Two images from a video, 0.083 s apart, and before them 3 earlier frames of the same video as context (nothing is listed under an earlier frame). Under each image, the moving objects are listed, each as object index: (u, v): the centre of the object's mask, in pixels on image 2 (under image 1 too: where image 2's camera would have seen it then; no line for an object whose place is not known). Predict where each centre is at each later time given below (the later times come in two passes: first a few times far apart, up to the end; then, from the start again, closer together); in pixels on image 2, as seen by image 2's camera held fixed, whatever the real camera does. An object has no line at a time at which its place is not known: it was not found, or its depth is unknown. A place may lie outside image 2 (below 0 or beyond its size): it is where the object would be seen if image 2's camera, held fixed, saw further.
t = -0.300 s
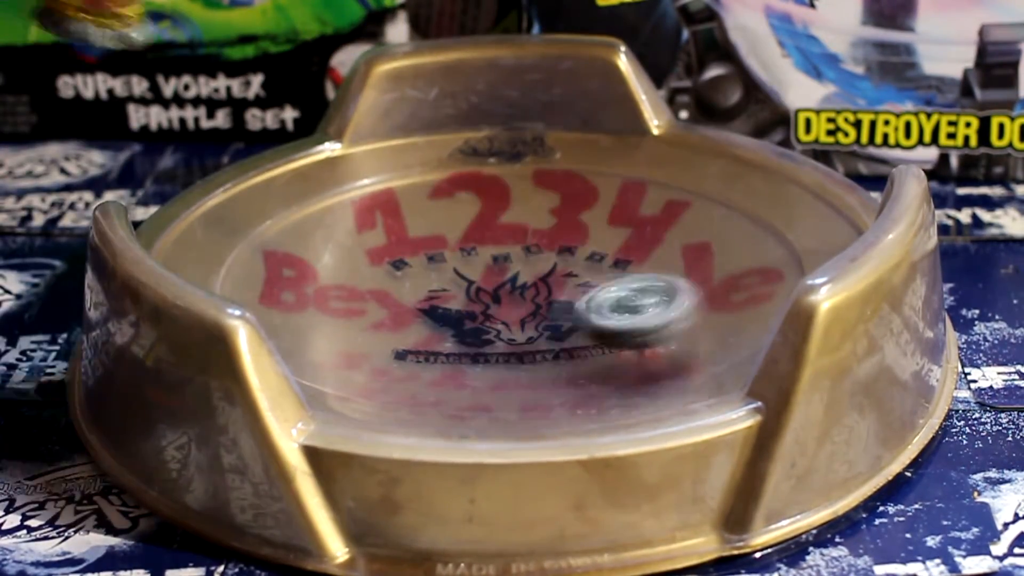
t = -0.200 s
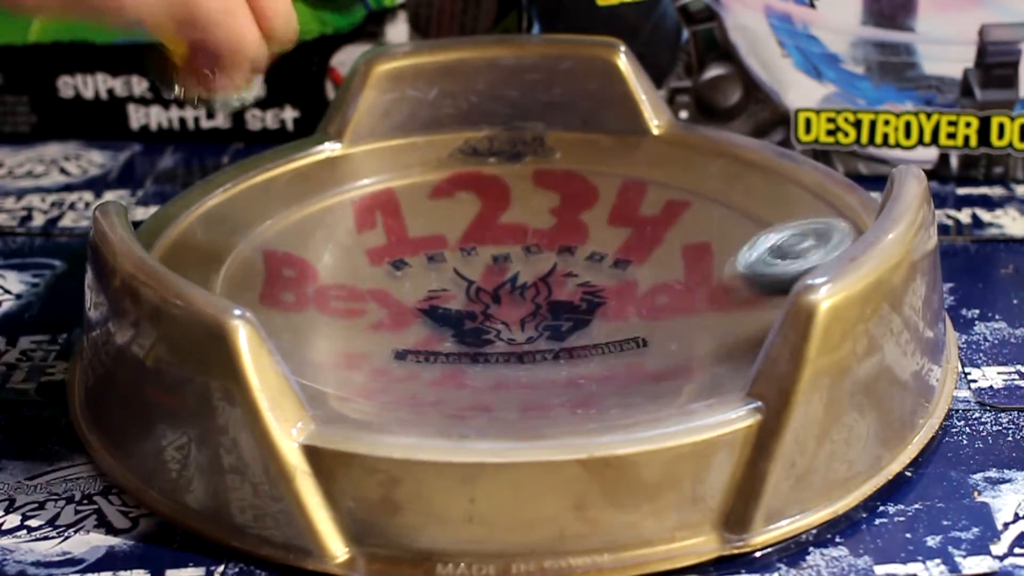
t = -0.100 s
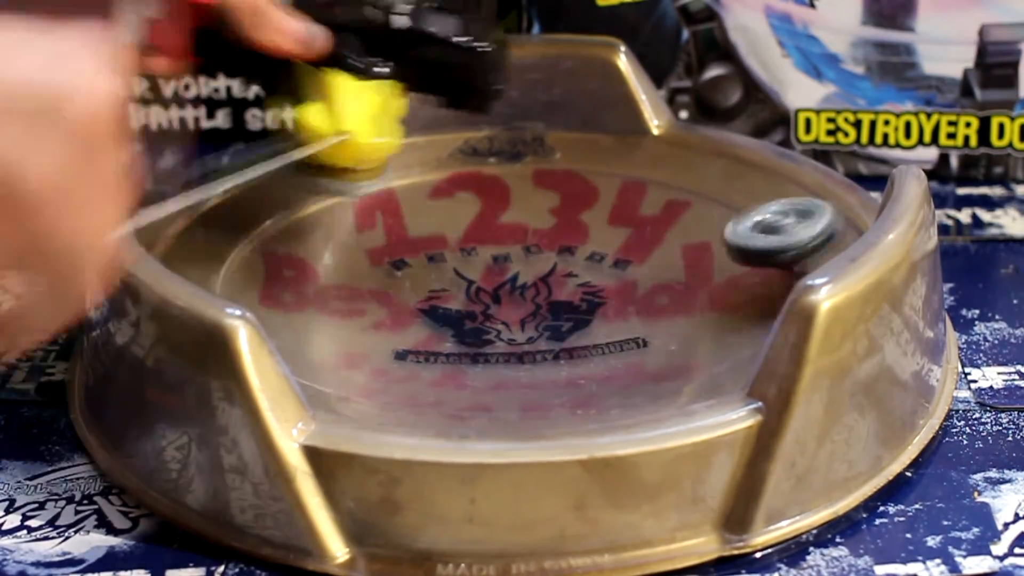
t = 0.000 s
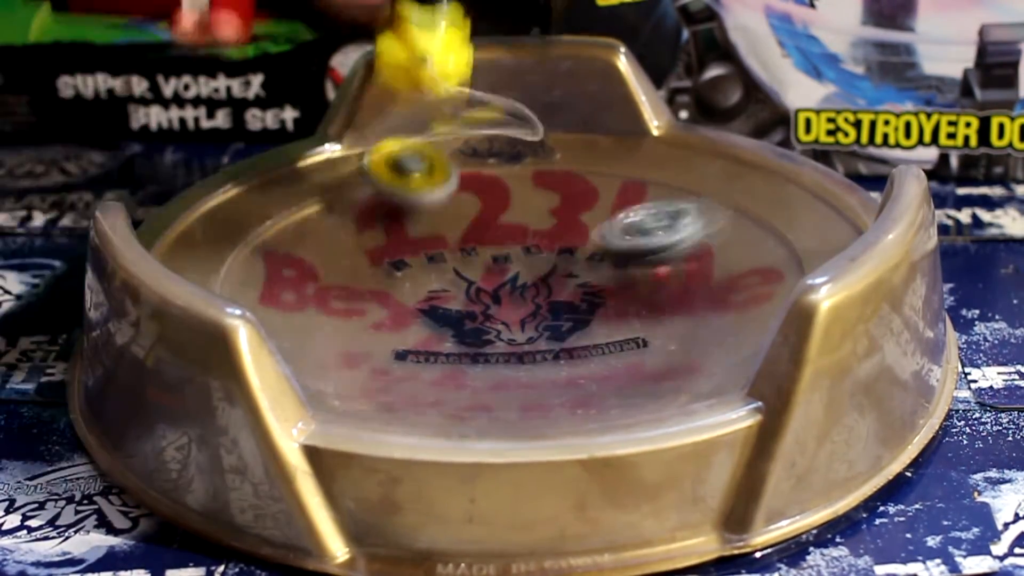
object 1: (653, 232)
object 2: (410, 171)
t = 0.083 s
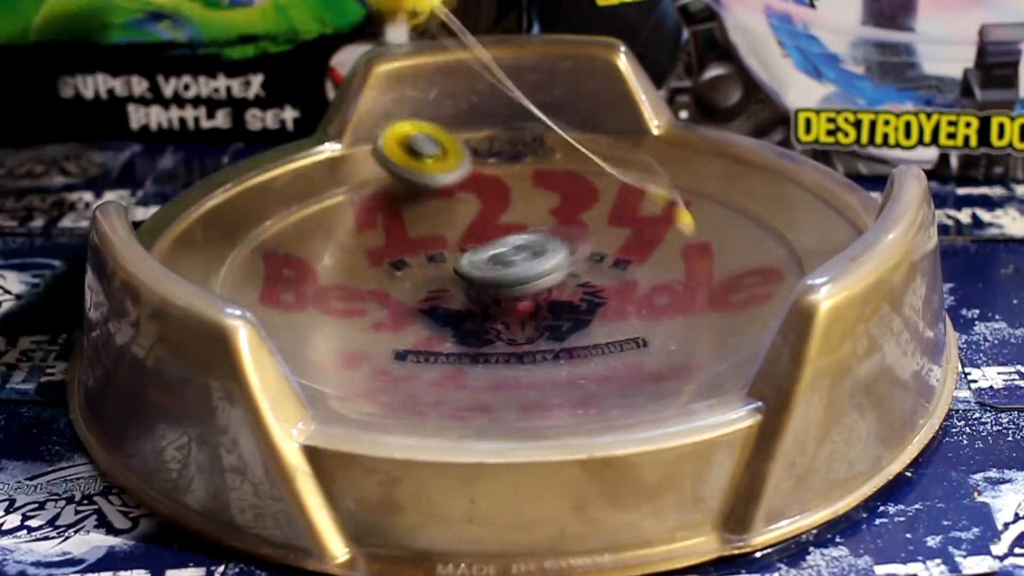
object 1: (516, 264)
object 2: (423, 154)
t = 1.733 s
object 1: (418, 303)
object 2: (541, 221)
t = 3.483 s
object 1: (469, 280)
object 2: (472, 373)
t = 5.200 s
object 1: (490, 261)
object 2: (283, 229)
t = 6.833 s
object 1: (279, 274)
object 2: (718, 232)
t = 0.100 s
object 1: (497, 272)
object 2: (427, 159)
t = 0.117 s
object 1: (476, 284)
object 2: (431, 162)
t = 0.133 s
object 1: (461, 293)
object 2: (434, 163)
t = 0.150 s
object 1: (448, 302)
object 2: (437, 163)
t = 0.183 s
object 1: (431, 321)
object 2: (442, 159)
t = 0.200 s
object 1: (432, 330)
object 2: (444, 155)
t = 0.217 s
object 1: (435, 337)
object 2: (445, 149)
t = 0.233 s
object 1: (445, 344)
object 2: (447, 142)
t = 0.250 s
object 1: (461, 345)
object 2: (447, 138)
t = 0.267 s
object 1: (476, 352)
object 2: (446, 138)
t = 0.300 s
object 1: (528, 339)
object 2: (445, 145)
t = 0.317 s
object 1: (556, 343)
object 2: (445, 145)
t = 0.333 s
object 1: (588, 350)
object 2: (445, 148)
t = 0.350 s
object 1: (609, 353)
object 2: (445, 149)
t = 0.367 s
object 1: (630, 354)
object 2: (446, 149)
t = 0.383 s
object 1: (654, 350)
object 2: (447, 148)
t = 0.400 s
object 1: (672, 341)
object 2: (449, 144)
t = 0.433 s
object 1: (705, 323)
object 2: (451, 143)
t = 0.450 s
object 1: (709, 320)
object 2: (451, 145)
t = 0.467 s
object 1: (708, 319)
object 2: (452, 145)
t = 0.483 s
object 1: (701, 316)
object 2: (454, 144)
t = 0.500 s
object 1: (690, 311)
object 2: (455, 144)
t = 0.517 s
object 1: (679, 310)
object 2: (457, 144)
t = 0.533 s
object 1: (663, 306)
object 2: (459, 144)
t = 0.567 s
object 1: (623, 296)
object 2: (462, 144)
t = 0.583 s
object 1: (599, 294)
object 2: (464, 144)
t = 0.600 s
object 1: (577, 295)
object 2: (466, 143)
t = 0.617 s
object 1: (549, 293)
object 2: (468, 143)
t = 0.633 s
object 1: (518, 291)
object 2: (469, 144)
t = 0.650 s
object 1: (492, 291)
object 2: (471, 144)
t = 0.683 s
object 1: (436, 294)
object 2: (475, 142)
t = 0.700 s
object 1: (407, 302)
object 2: (475, 144)
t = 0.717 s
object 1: (381, 298)
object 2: (476, 146)
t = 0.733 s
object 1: (360, 300)
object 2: (476, 148)
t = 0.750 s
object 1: (341, 310)
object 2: (478, 149)
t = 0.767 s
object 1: (323, 312)
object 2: (480, 150)
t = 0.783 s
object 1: (307, 314)
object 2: (482, 149)
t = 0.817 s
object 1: (309, 317)
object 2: (486, 148)
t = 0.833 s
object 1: (315, 317)
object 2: (488, 148)
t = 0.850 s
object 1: (325, 321)
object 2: (491, 148)
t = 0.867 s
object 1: (337, 337)
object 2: (493, 149)
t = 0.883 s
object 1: (342, 344)
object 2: (495, 150)
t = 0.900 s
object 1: (342, 345)
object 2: (496, 152)
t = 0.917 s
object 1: (342, 346)
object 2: (497, 155)
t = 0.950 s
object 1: (361, 341)
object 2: (498, 159)
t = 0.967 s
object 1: (375, 342)
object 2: (499, 162)
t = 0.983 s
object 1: (390, 347)
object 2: (500, 165)
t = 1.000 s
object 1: (411, 353)
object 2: (500, 170)
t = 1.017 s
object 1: (442, 354)
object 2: (500, 175)
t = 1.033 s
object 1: (465, 351)
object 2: (500, 180)
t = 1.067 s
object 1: (502, 343)
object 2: (500, 192)
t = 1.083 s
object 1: (515, 337)
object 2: (502, 199)
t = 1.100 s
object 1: (527, 329)
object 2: (508, 206)
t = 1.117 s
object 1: (534, 319)
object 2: (514, 213)
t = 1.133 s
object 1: (536, 312)
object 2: (524, 218)
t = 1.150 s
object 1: (533, 303)
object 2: (535, 223)
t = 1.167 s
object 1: (524, 292)
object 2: (550, 227)
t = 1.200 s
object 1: (496, 272)
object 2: (583, 230)
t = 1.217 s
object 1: (482, 263)
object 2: (601, 229)
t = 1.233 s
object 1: (459, 250)
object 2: (618, 226)
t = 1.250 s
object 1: (432, 239)
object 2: (635, 221)
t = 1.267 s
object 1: (408, 235)
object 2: (652, 213)
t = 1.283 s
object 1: (381, 225)
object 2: (668, 203)
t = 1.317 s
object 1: (322, 212)
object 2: (689, 183)
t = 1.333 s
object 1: (301, 209)
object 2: (698, 171)
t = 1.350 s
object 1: (269, 205)
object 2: (700, 159)
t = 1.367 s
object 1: (247, 202)
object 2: (694, 145)
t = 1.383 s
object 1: (241, 201)
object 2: (686, 140)
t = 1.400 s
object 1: (236, 204)
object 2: (680, 140)
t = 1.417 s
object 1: (233, 211)
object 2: (675, 138)
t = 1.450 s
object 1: (221, 241)
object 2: (671, 132)
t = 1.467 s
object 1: (217, 243)
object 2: (668, 130)
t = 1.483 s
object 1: (212, 249)
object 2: (664, 128)
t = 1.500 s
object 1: (210, 253)
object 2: (661, 128)
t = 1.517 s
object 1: (211, 256)
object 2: (656, 128)
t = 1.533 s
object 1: (214, 258)
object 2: (652, 129)
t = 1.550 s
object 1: (219, 260)
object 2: (648, 131)
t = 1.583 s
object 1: (232, 267)
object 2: (636, 137)
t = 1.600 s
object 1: (242, 272)
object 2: (626, 142)
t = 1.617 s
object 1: (253, 279)
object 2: (615, 151)
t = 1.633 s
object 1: (268, 286)
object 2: (606, 157)
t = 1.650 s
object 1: (288, 291)
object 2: (597, 163)
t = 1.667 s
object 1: (316, 297)
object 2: (586, 172)
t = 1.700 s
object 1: (371, 303)
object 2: (559, 195)
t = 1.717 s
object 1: (395, 305)
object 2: (548, 209)
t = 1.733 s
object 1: (418, 303)
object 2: (541, 221)
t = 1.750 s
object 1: (437, 299)
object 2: (536, 236)
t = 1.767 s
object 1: (455, 295)
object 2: (538, 248)
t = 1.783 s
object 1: (462, 289)
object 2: (545, 260)
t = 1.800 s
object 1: (447, 261)
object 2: (572, 263)
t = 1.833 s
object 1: (402, 229)
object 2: (648, 264)
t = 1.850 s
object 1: (382, 221)
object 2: (680, 265)
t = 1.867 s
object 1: (356, 215)
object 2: (713, 263)
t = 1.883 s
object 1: (332, 219)
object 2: (738, 262)
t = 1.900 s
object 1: (315, 228)
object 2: (765, 259)
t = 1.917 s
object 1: (300, 230)
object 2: (788, 249)
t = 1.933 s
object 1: (293, 225)
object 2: (803, 237)
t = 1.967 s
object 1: (280, 226)
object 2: (820, 226)
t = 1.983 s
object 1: (274, 231)
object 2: (817, 228)
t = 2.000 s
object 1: (266, 240)
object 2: (810, 232)
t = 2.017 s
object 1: (253, 240)
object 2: (799, 242)
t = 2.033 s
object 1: (240, 242)
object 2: (789, 242)
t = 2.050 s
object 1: (235, 242)
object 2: (783, 240)
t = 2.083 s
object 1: (245, 252)
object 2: (770, 248)
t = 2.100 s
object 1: (254, 263)
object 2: (763, 251)
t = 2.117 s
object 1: (262, 280)
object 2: (757, 254)
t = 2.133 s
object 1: (275, 286)
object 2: (753, 257)
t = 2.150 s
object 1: (285, 292)
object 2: (750, 261)
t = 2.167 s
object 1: (297, 296)
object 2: (747, 264)
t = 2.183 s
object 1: (312, 301)
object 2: (747, 268)
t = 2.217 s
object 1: (354, 309)
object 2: (748, 273)
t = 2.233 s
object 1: (372, 311)
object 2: (749, 277)
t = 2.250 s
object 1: (395, 311)
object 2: (750, 279)
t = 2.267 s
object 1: (417, 311)
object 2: (751, 282)
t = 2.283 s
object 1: (434, 311)
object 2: (752, 284)
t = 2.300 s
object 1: (450, 306)
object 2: (753, 286)
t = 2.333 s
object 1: (469, 296)
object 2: (755, 289)
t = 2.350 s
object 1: (475, 287)
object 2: (757, 291)
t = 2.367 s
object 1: (477, 277)
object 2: (757, 291)
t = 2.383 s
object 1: (477, 269)
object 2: (755, 293)
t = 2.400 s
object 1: (474, 261)
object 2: (752, 294)
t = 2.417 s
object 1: (468, 252)
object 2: (749, 296)
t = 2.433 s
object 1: (459, 242)
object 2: (748, 298)
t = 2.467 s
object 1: (435, 226)
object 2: (745, 302)
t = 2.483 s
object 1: (423, 219)
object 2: (745, 303)
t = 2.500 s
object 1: (408, 212)
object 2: (745, 304)
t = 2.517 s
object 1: (393, 208)
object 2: (745, 305)
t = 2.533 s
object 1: (377, 201)
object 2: (744, 307)
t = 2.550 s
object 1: (357, 196)
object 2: (743, 308)
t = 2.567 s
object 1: (337, 193)
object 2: (741, 309)
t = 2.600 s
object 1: (306, 191)
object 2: (738, 312)
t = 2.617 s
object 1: (292, 192)
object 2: (736, 314)
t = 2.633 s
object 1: (282, 194)
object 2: (734, 315)
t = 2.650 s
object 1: (271, 198)
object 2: (731, 317)
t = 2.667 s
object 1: (267, 201)
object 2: (728, 318)
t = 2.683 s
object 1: (262, 206)
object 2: (725, 319)
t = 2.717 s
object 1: (264, 217)
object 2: (718, 322)
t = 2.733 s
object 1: (269, 227)
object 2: (713, 324)
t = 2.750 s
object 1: (277, 233)
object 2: (709, 325)
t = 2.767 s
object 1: (286, 239)
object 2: (704, 327)
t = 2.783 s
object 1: (301, 250)
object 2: (700, 328)
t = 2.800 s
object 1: (316, 261)
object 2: (693, 330)
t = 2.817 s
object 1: (335, 267)
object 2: (688, 331)
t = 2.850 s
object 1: (379, 280)
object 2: (676, 334)
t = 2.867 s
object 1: (404, 283)
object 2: (669, 336)
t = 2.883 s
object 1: (428, 285)
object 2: (663, 337)
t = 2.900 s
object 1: (449, 285)
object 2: (656, 338)
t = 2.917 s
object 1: (468, 284)
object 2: (650, 339)
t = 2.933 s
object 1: (490, 278)
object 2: (642, 341)
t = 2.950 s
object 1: (505, 271)
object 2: (635, 343)
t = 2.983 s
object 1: (534, 253)
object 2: (624, 347)
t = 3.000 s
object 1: (543, 245)
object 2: (618, 348)
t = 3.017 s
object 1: (549, 235)
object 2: (614, 349)
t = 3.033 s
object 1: (552, 226)
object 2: (609, 350)
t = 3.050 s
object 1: (554, 214)
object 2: (604, 352)
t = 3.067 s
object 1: (553, 204)
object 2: (598, 354)
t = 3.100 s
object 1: (540, 185)
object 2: (586, 356)
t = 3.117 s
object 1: (531, 177)
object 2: (581, 357)
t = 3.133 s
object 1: (519, 169)
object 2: (576, 359)
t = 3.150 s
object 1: (506, 161)
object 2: (571, 360)
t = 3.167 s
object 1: (492, 156)
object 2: (565, 362)
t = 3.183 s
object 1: (477, 152)
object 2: (559, 363)
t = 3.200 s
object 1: (463, 150)
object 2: (554, 364)
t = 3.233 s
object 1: (433, 150)
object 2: (542, 367)
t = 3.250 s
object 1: (420, 154)
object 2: (535, 368)
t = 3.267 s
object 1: (407, 159)
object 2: (530, 369)
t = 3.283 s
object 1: (397, 165)
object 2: (525, 370)
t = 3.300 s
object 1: (388, 172)
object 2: (520, 372)
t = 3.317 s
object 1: (380, 183)
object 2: (514, 373)
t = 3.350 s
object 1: (372, 202)
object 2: (505, 373)
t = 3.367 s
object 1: (373, 213)
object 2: (500, 373)
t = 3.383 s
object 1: (376, 225)
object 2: (496, 373)
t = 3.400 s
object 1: (382, 239)
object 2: (491, 373)
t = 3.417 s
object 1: (394, 247)
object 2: (486, 373)
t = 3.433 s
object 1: (408, 259)
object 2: (483, 373)
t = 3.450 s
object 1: (427, 267)
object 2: (478, 373)
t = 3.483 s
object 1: (469, 280)
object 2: (472, 373)
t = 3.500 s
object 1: (492, 281)
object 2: (468, 372)
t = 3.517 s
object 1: (516, 284)
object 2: (463, 372)
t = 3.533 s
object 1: (539, 285)
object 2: (458, 372)
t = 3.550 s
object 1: (561, 282)
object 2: (454, 371)
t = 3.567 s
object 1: (585, 277)
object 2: (451, 371)
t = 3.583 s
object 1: (606, 270)
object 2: (448, 371)
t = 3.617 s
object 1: (641, 255)
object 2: (442, 370)
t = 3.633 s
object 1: (657, 246)
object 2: (438, 370)
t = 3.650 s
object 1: (670, 234)
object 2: (434, 369)
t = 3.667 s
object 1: (679, 224)
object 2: (430, 368)
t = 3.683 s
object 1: (686, 214)
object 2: (426, 367)
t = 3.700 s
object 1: (688, 203)
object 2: (422, 366)
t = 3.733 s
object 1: (686, 184)
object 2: (417, 364)
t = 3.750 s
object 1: (682, 178)
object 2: (414, 363)
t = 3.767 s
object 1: (676, 171)
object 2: (411, 362)
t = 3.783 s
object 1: (667, 166)
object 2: (409, 361)
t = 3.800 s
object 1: (657, 161)
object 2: (406, 360)
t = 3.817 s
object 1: (643, 158)
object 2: (403, 358)
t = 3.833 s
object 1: (628, 156)
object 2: (401, 356)
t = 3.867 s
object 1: (596, 159)
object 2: (397, 353)
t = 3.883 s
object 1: (577, 163)
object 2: (396, 351)
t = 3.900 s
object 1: (559, 168)
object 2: (395, 350)
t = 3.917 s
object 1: (540, 175)
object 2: (395, 348)
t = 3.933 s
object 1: (522, 183)
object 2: (394, 348)
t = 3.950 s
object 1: (507, 190)
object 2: (393, 346)
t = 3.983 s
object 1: (481, 211)
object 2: (391, 342)
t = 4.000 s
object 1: (471, 223)
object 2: (389, 340)
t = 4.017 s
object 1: (466, 235)
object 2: (388, 338)
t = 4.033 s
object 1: (463, 246)
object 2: (386, 336)
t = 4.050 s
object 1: (462, 257)
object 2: (383, 333)
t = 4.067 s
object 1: (464, 270)
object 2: (380, 331)
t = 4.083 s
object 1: (470, 279)
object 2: (375, 328)
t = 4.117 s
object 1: (493, 296)
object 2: (360, 323)
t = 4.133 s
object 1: (510, 304)
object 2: (351, 319)
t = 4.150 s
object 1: (526, 308)
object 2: (340, 315)
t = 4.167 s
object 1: (545, 316)
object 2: (333, 313)
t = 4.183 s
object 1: (567, 315)
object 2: (325, 311)
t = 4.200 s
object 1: (593, 316)
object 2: (316, 310)
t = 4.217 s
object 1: (619, 313)
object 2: (303, 308)
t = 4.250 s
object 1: (671, 307)
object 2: (286, 304)
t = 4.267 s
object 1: (692, 301)
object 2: (278, 301)
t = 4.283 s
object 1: (714, 291)
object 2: (270, 296)
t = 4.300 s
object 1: (733, 286)
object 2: (262, 292)
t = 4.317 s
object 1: (748, 276)
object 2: (254, 290)
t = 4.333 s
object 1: (760, 267)
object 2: (252, 290)
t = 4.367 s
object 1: (776, 252)
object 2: (262, 292)
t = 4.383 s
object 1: (779, 246)
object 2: (272, 299)
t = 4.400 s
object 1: (779, 240)
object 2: (275, 300)
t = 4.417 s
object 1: (775, 234)
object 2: (277, 300)
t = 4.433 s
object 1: (768, 229)
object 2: (278, 300)
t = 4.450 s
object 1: (757, 224)
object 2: (279, 299)
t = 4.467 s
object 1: (745, 220)
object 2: (279, 298)
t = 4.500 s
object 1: (714, 215)
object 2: (282, 297)
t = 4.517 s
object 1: (695, 214)
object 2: (283, 297)
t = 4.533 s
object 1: (673, 214)
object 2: (284, 296)
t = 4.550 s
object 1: (651, 217)
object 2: (286, 296)
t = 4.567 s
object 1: (624, 218)
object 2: (289, 293)
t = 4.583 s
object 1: (602, 222)
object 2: (292, 293)
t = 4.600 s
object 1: (578, 227)
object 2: (296, 292)
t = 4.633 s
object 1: (534, 239)
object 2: (307, 291)
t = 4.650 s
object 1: (512, 247)
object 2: (312, 291)
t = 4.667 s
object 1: (492, 255)
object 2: (319, 291)
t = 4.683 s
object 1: (475, 264)
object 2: (325, 290)
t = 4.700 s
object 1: (456, 273)
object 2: (330, 290)
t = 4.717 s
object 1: (452, 277)
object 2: (331, 287)
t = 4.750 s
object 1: (498, 289)
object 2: (262, 265)
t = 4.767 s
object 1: (520, 297)
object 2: (234, 262)
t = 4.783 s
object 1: (534, 305)
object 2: (223, 249)
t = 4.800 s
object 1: (552, 305)
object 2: (218, 242)
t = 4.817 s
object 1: (570, 306)
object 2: (216, 239)
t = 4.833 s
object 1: (588, 305)
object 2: (214, 239)
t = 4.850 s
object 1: (610, 303)
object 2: (208, 251)
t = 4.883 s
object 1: (651, 298)
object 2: (196, 245)
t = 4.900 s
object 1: (665, 292)
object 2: (197, 243)
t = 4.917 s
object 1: (677, 285)
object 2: (207, 237)
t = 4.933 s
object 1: (687, 278)
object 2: (213, 242)
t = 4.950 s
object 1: (693, 270)
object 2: (220, 244)
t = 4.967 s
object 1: (695, 263)
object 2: (226, 241)
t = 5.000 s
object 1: (688, 250)
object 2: (237, 246)
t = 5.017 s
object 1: (679, 245)
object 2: (247, 249)
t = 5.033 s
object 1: (669, 242)
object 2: (254, 248)
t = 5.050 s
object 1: (655, 238)
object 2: (259, 247)
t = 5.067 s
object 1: (638, 235)
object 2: (263, 245)
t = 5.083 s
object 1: (618, 236)
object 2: (268, 242)
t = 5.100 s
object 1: (600, 237)
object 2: (271, 240)
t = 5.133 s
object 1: (561, 241)
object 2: (276, 236)
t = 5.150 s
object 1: (541, 245)
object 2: (278, 234)
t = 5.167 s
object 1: (518, 251)
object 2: (280, 232)
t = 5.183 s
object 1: (506, 255)
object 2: (281, 231)
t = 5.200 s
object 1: (490, 261)
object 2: (283, 229)
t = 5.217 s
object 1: (475, 269)
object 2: (284, 227)
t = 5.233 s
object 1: (462, 275)
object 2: (287, 225)
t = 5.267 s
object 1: (444, 289)
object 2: (291, 223)
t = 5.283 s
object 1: (438, 296)
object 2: (293, 222)
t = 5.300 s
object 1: (433, 304)
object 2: (295, 220)
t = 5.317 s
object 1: (433, 312)
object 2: (298, 219)
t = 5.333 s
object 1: (436, 319)
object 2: (301, 219)
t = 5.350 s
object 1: (441, 324)
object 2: (303, 218)
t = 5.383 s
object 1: (463, 334)
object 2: (307, 217)
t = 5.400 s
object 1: (478, 338)
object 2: (310, 216)
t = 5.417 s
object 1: (497, 340)
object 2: (314, 216)
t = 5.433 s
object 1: (516, 341)
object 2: (318, 216)
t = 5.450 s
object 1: (536, 341)
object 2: (321, 217)
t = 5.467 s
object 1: (558, 340)
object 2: (326, 218)
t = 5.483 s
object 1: (580, 339)
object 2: (332, 219)
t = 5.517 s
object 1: (613, 332)
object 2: (341, 221)
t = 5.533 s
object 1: (629, 326)
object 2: (346, 223)
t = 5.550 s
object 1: (643, 320)
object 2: (352, 224)
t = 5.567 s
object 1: (653, 313)
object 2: (358, 225)
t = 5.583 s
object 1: (658, 307)
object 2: (365, 226)
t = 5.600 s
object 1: (660, 300)
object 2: (372, 226)
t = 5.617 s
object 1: (659, 293)
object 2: (380, 226)
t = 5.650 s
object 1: (646, 280)
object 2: (398, 224)
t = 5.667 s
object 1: (633, 274)
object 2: (408, 223)
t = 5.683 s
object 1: (619, 268)
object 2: (417, 220)
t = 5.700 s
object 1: (604, 266)
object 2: (424, 217)
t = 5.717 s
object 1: (584, 261)
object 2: (431, 213)
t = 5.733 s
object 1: (566, 260)
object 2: (435, 209)
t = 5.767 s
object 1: (520, 253)
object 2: (440, 199)
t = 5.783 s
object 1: (499, 253)
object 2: (441, 195)
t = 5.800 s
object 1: (477, 252)
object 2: (441, 191)
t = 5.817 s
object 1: (458, 251)
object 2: (439, 188)
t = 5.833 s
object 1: (437, 252)
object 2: (437, 186)
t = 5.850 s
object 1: (414, 252)
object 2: (435, 183)
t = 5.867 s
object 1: (394, 255)
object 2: (432, 182)
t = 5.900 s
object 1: (360, 263)
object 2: (429, 180)
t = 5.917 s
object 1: (344, 268)
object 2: (428, 179)
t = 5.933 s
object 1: (330, 273)
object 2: (427, 180)
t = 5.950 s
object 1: (319, 279)
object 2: (427, 182)
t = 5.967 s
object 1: (312, 286)
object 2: (427, 184)
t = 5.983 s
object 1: (306, 291)
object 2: (428, 187)
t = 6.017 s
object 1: (305, 305)
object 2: (431, 195)
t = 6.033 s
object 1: (308, 311)
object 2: (433, 200)
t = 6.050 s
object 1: (314, 317)
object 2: (436, 204)
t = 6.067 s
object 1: (323, 323)
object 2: (441, 209)
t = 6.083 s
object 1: (333, 329)
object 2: (448, 214)
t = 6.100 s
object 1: (347, 333)
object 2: (457, 218)
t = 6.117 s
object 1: (363, 337)
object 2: (468, 221)
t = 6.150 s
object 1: (404, 343)
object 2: (495, 226)
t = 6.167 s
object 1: (421, 345)
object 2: (508, 226)
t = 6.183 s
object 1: (443, 345)
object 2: (523, 225)
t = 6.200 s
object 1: (463, 343)
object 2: (538, 223)
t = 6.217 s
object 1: (487, 342)
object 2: (550, 220)
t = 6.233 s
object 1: (508, 339)
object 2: (563, 214)
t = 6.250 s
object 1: (532, 333)
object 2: (573, 208)
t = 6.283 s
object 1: (558, 322)
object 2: (585, 193)
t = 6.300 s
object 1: (566, 314)
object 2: (587, 186)
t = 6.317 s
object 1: (576, 304)
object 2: (586, 177)
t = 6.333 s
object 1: (576, 296)
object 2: (584, 171)
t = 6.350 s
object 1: (574, 289)
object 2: (580, 166)
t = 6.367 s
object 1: (574, 281)
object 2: (576, 162)
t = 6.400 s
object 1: (561, 264)
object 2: (569, 157)
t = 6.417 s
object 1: (550, 256)
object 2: (565, 157)
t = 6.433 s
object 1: (536, 247)
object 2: (561, 159)
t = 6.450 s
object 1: (521, 240)
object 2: (557, 161)
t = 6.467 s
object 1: (508, 233)
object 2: (552, 164)
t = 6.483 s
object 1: (489, 225)
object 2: (546, 169)
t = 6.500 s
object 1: (470, 219)
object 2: (542, 173)
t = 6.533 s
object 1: (432, 211)
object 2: (528, 186)
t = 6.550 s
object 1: (412, 207)
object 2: (521, 196)
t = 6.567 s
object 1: (389, 205)
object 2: (516, 207)
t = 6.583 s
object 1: (368, 200)
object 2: (516, 215)
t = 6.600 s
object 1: (347, 199)
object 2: (519, 223)
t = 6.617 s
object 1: (328, 201)
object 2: (524, 234)
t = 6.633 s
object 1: (312, 202)
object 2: (532, 244)
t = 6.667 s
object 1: (282, 207)
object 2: (555, 257)
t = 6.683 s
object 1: (271, 211)
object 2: (570, 262)
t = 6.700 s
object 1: (260, 216)
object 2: (586, 264)
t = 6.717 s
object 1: (254, 220)
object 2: (604, 266)
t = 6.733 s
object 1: (250, 231)
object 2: (623, 266)
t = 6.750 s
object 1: (247, 238)
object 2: (640, 263)
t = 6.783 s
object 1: (253, 252)
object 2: (680, 253)
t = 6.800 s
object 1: (260, 257)
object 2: (696, 246)
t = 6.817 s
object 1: (268, 265)
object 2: (707, 239)
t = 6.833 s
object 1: (279, 274)
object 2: (718, 232)
